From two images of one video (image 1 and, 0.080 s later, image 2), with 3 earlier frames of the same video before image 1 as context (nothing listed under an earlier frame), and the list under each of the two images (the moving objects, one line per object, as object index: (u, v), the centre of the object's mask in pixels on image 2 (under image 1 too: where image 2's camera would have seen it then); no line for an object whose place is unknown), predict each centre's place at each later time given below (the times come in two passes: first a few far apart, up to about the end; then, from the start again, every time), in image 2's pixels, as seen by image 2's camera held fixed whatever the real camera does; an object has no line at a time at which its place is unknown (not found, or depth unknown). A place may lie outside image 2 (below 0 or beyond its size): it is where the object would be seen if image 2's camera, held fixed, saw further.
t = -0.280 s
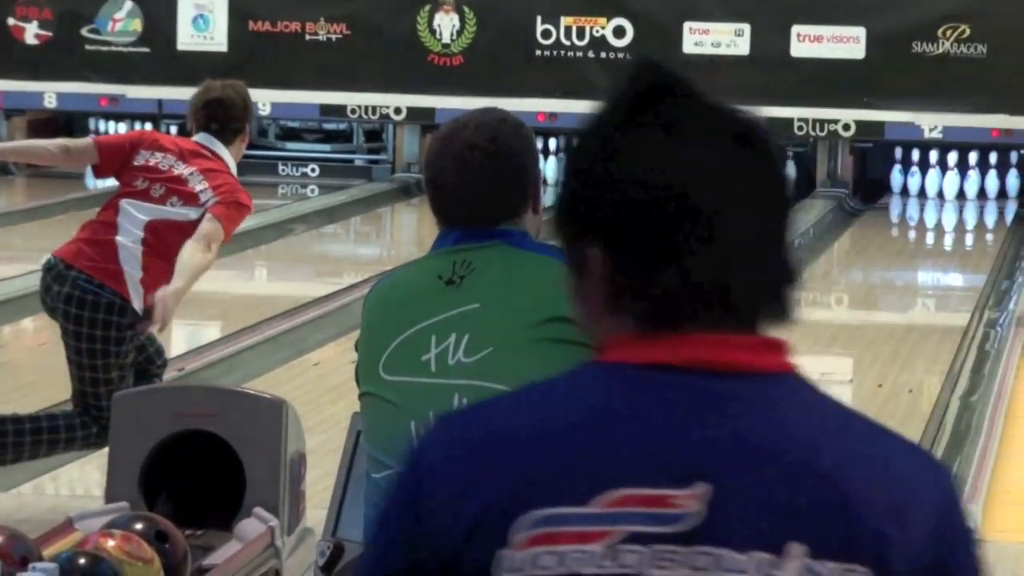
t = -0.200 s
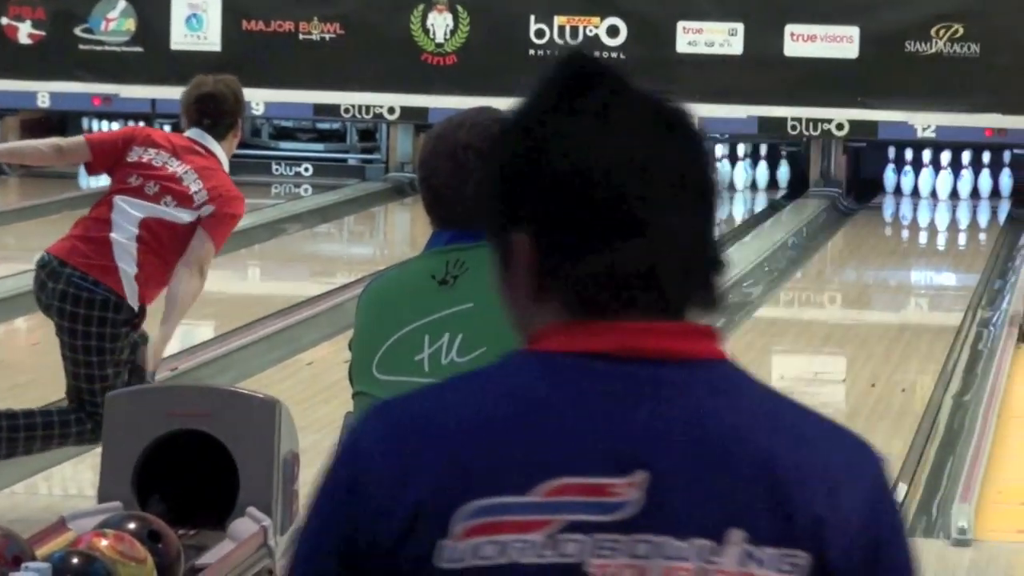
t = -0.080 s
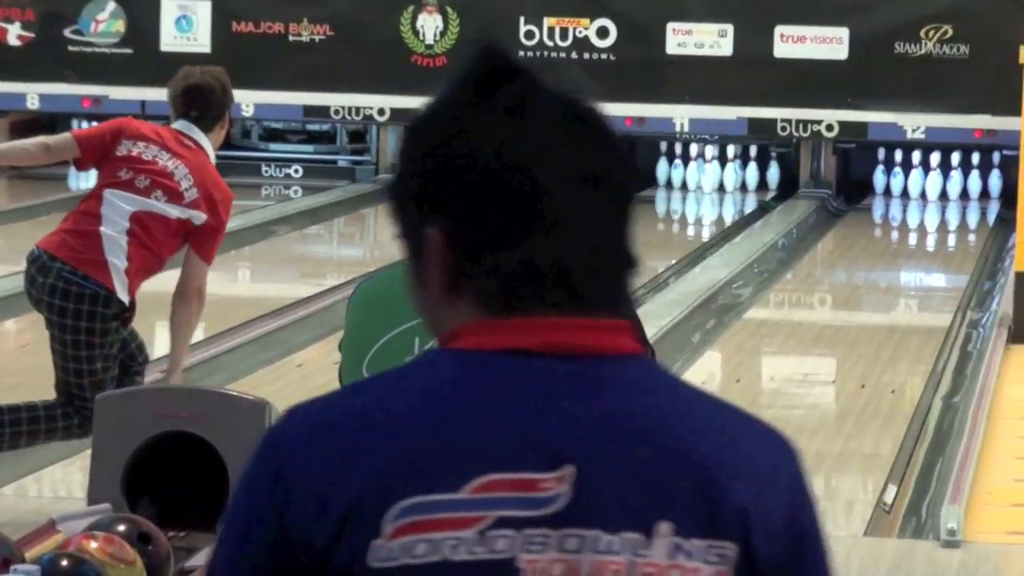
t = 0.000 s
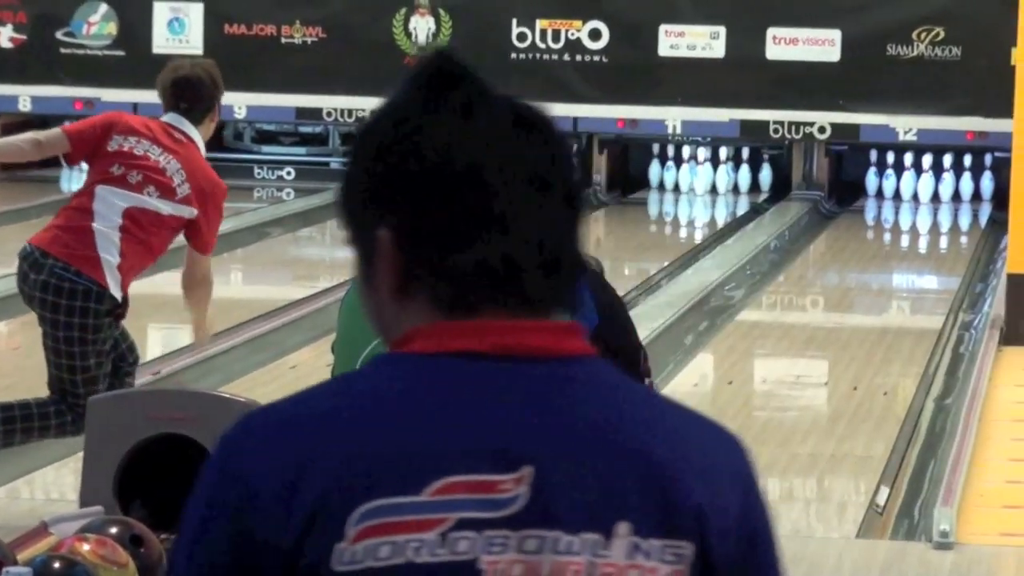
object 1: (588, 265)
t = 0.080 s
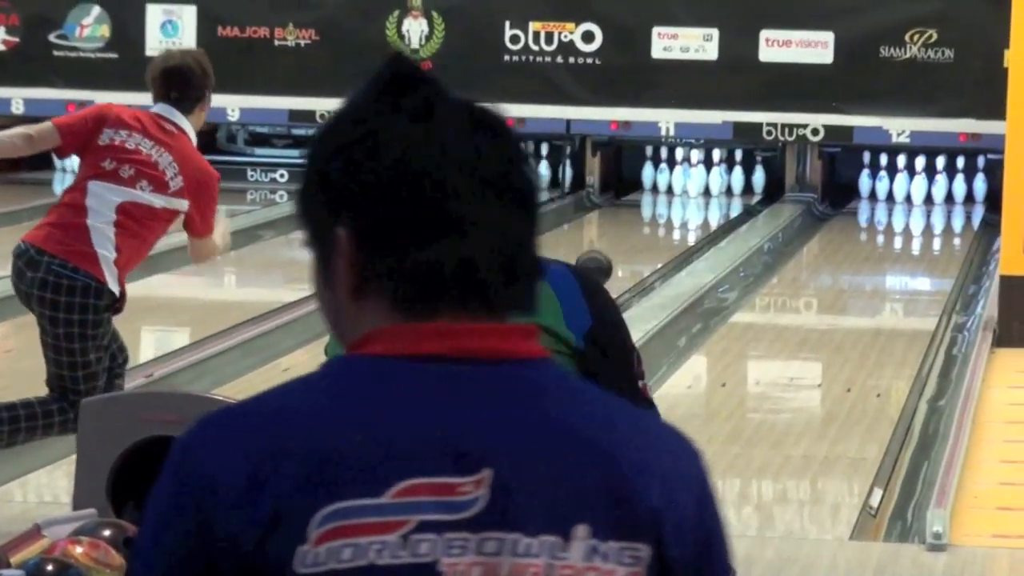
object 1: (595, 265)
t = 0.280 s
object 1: (627, 252)
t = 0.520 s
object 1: (659, 234)
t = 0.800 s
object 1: (685, 215)
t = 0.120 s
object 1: (602, 264)
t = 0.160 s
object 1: (608, 262)
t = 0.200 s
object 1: (614, 259)
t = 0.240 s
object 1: (621, 255)
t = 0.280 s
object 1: (627, 252)
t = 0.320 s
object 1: (633, 248)
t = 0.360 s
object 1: (639, 245)
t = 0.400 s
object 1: (645, 242)
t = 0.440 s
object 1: (650, 240)
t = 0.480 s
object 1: (655, 236)
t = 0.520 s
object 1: (659, 234)
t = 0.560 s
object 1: (664, 231)
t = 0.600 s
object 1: (668, 228)
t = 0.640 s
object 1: (672, 226)
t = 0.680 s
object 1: (676, 223)
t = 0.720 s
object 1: (679, 220)
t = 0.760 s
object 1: (682, 218)
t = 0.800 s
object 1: (685, 215)
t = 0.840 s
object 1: (688, 213)
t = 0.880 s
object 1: (691, 211)
